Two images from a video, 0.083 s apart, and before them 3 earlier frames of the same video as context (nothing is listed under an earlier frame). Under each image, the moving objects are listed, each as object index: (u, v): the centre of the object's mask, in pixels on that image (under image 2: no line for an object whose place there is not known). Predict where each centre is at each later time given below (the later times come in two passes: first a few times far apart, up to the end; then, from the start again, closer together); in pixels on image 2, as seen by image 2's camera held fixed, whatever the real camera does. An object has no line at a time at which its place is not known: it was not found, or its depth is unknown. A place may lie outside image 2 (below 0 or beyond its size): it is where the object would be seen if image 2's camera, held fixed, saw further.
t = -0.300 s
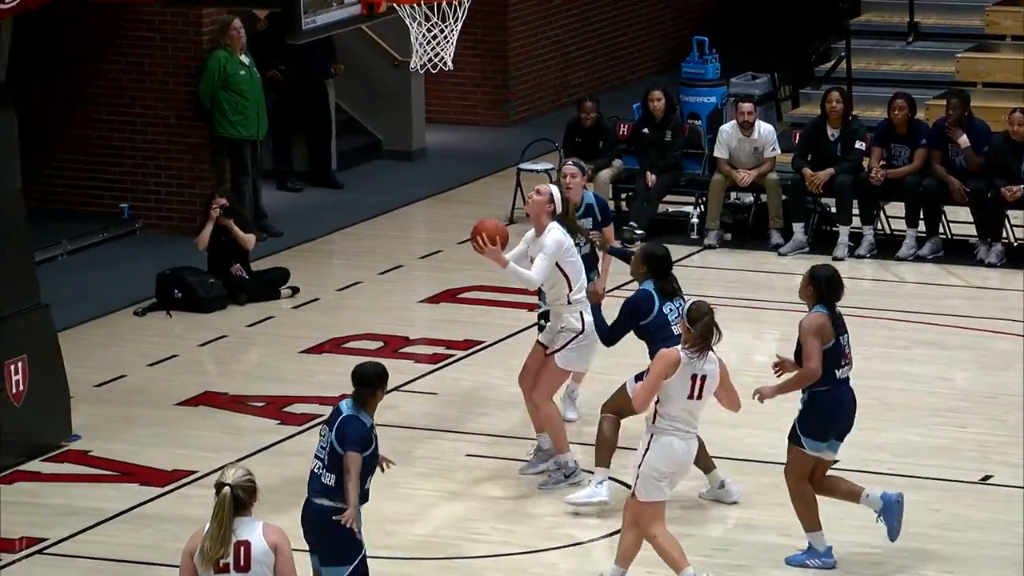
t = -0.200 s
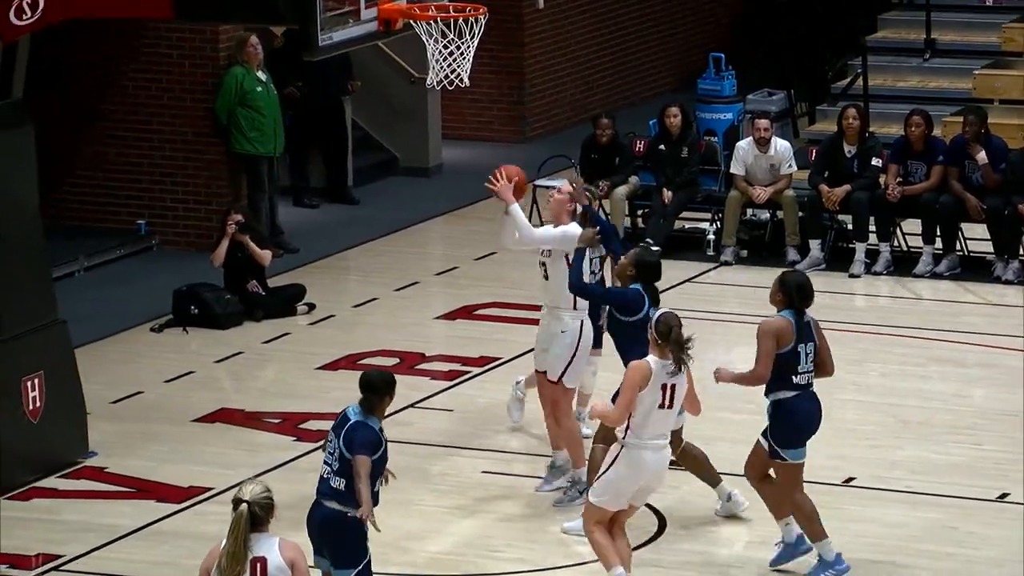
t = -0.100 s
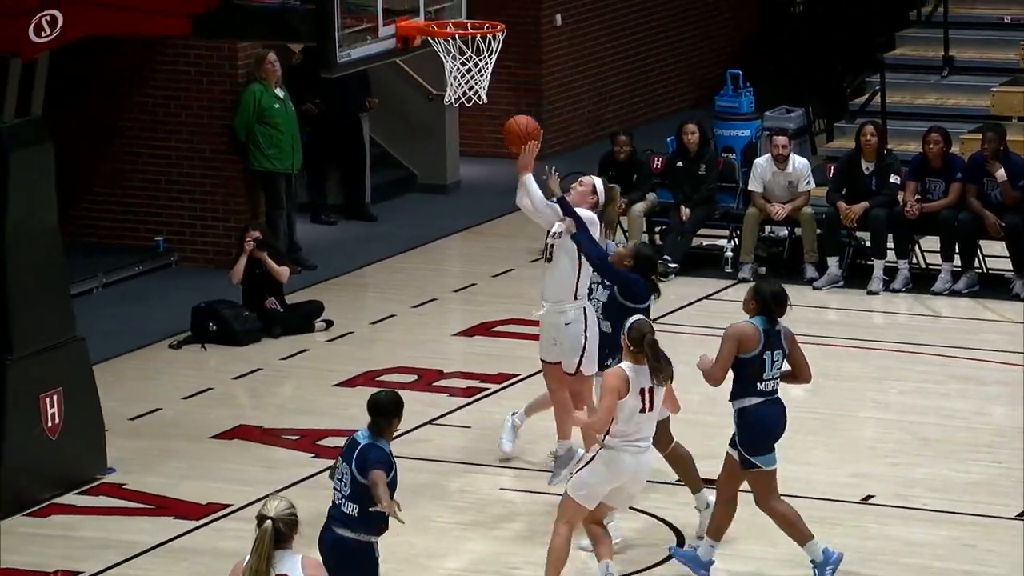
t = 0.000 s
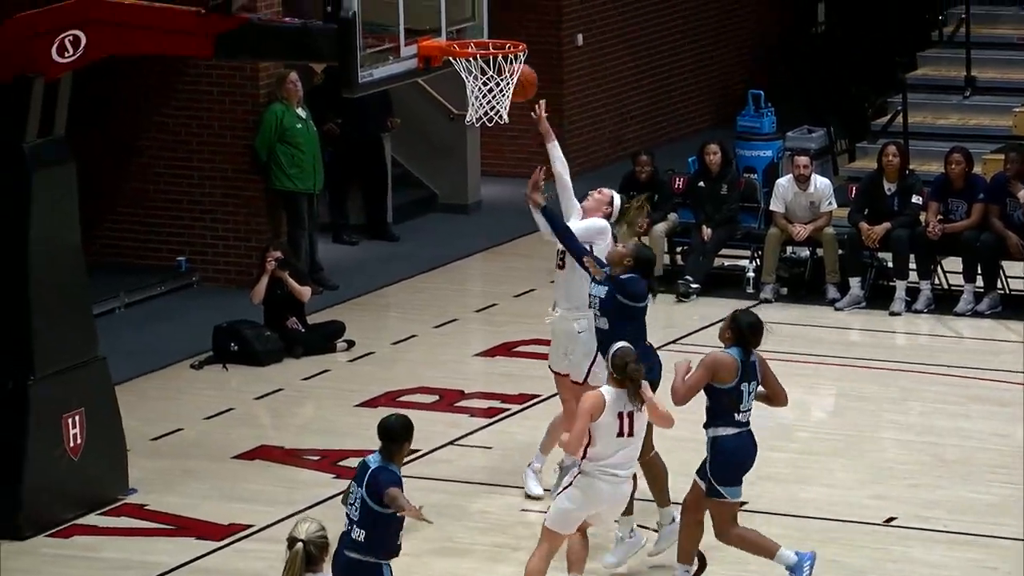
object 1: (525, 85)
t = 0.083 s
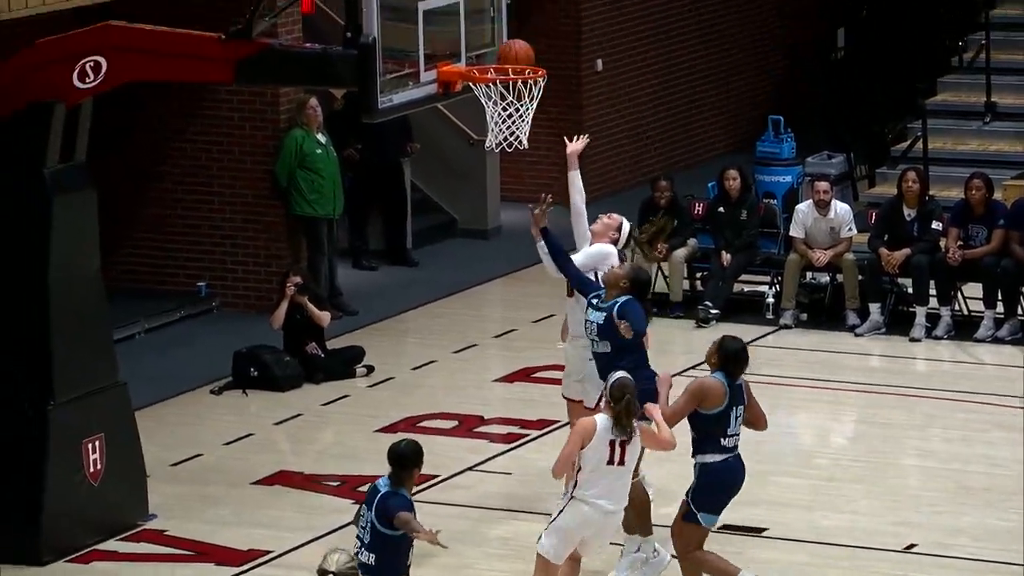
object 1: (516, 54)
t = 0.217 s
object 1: (491, 9)
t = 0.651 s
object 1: (526, 96)
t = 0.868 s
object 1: (524, 185)
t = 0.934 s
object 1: (521, 224)
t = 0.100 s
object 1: (511, 49)
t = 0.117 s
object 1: (506, 42)
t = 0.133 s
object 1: (502, 34)
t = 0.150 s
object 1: (497, 27)
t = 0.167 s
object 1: (492, 21)
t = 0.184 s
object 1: (489, 15)
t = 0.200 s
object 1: (490, 12)
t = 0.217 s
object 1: (491, 9)
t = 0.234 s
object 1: (493, 6)
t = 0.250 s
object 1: (494, 5)
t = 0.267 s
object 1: (496, 4)
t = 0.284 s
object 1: (498, 3)
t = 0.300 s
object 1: (499, 2)
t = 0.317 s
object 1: (501, 2)
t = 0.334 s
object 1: (502, 2)
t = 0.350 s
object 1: (504, 3)
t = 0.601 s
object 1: (524, 65)
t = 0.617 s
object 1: (526, 73)
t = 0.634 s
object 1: (525, 85)
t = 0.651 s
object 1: (526, 96)
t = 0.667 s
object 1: (529, 104)
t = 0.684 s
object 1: (530, 113)
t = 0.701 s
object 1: (531, 119)
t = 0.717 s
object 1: (530, 123)
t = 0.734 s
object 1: (529, 130)
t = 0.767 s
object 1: (527, 143)
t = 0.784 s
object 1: (527, 147)
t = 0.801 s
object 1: (526, 153)
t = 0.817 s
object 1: (525, 160)
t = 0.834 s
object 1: (525, 169)
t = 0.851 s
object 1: (524, 177)
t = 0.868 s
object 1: (524, 185)
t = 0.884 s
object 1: (523, 193)
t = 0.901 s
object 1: (522, 203)
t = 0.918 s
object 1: (521, 213)
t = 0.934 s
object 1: (521, 224)
